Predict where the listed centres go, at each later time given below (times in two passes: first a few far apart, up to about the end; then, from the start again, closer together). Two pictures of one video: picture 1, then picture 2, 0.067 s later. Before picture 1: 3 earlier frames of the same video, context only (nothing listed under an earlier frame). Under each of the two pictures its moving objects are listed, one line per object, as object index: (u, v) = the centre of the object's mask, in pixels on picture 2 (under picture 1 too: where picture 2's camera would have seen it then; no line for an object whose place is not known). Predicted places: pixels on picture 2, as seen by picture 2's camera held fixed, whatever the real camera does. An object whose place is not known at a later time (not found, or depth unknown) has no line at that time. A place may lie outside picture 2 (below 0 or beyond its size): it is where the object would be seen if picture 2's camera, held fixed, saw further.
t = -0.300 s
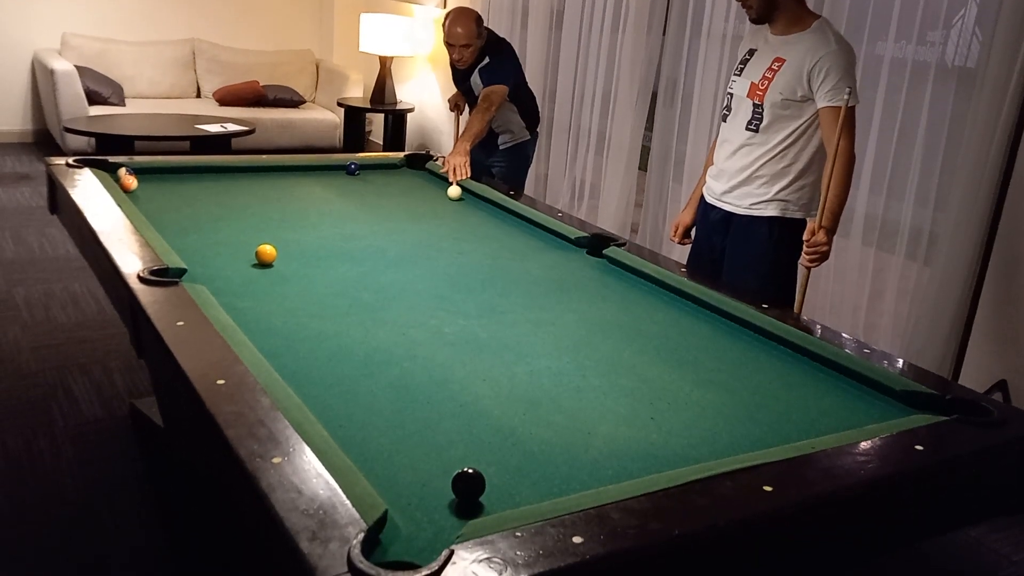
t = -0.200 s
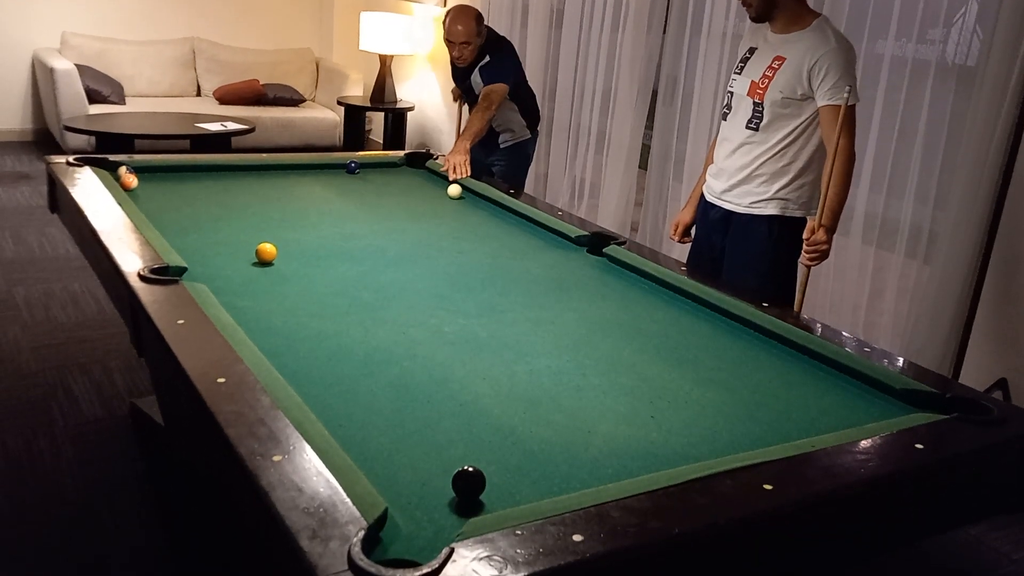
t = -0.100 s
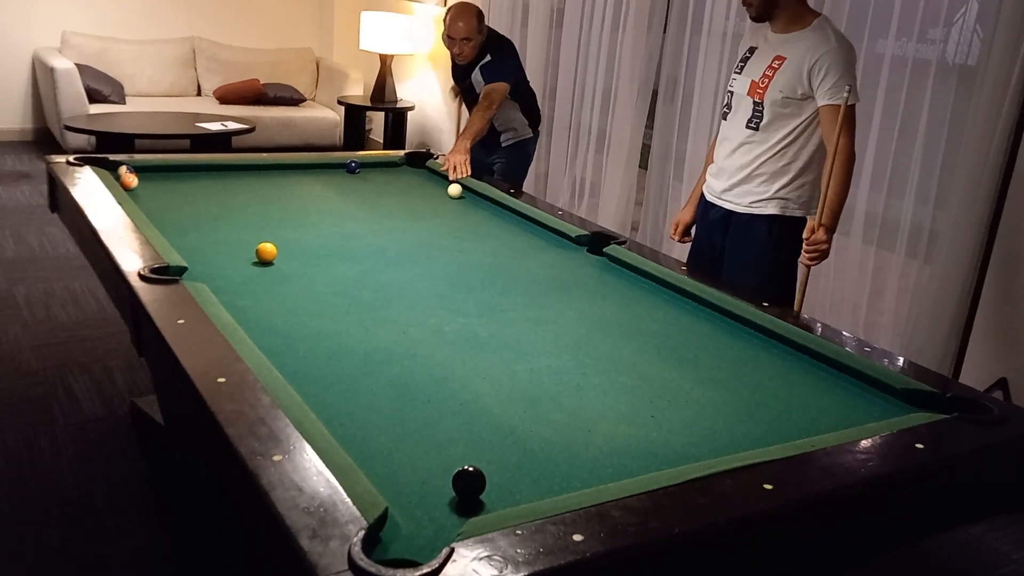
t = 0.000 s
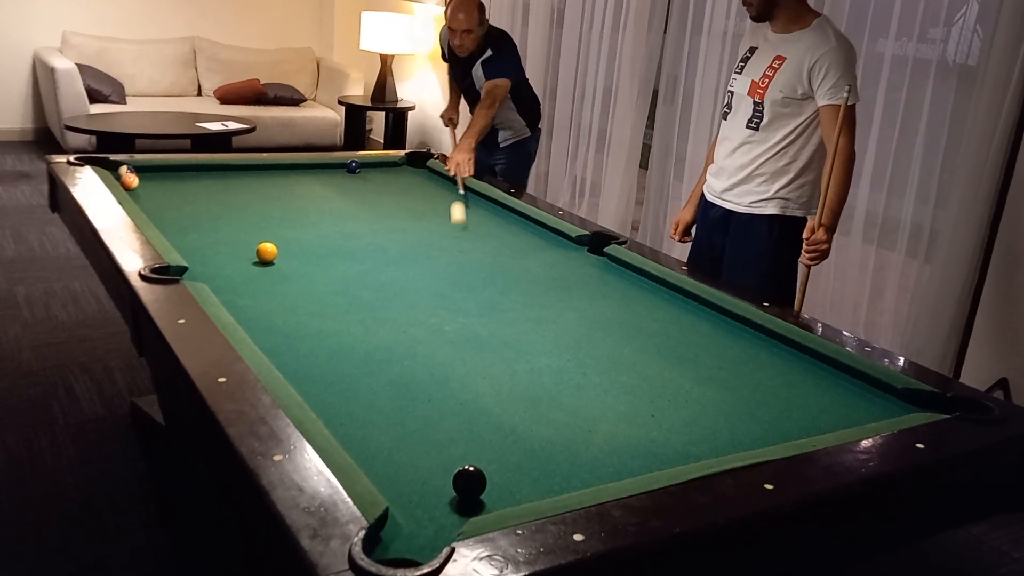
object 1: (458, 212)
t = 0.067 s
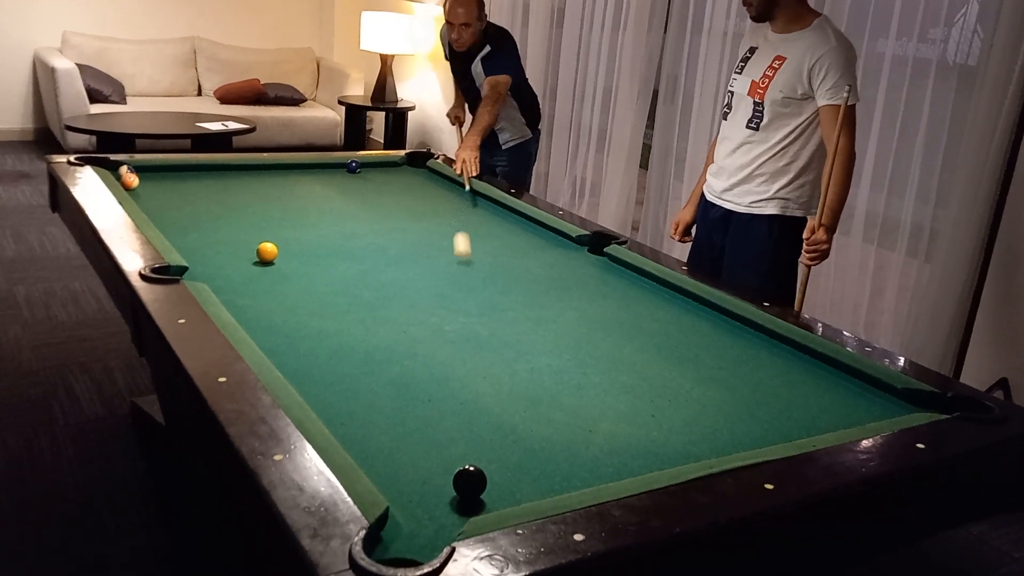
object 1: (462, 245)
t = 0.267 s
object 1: (481, 405)
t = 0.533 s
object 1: (519, 419)
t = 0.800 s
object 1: (465, 355)
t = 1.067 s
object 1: (424, 309)
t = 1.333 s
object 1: (393, 273)
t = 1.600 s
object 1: (369, 243)
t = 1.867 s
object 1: (349, 220)
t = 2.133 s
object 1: (334, 199)
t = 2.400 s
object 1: (322, 183)
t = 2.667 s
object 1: (311, 169)
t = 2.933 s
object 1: (322, 171)
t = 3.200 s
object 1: (340, 177)
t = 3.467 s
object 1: (357, 184)
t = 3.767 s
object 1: (376, 191)
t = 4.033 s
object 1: (394, 197)
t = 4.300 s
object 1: (411, 203)
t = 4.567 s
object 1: (427, 208)
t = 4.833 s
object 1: (442, 213)
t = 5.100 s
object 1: (457, 218)
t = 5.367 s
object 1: (471, 222)
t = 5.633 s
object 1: (483, 225)
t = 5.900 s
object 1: (495, 228)
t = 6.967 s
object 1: (516, 233)
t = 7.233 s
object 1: (515, 233)
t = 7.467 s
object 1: (514, 233)
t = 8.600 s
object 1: (515, 233)
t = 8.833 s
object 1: (516, 233)
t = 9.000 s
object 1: (517, 233)
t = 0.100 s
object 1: (464, 265)
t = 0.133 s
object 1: (467, 286)
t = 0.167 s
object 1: (470, 309)
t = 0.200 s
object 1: (473, 336)
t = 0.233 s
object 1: (477, 368)
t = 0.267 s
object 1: (481, 405)
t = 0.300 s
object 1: (487, 449)
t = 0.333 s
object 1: (523, 473)
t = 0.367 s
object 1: (551, 481)
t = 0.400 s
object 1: (546, 467)
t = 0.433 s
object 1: (539, 454)
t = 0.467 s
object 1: (532, 441)
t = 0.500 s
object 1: (526, 429)
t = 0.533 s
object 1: (519, 419)
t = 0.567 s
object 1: (512, 409)
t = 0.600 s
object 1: (505, 400)
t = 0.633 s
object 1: (498, 392)
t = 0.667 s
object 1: (491, 384)
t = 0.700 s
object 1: (484, 377)
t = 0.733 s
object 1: (477, 369)
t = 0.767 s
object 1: (471, 363)
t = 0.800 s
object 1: (465, 355)
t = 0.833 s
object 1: (459, 349)
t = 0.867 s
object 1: (454, 342)
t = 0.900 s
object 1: (448, 336)
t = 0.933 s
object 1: (443, 331)
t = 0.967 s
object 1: (438, 325)
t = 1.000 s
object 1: (433, 320)
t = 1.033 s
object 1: (429, 314)
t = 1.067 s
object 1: (424, 309)
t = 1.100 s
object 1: (420, 304)
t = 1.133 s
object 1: (416, 299)
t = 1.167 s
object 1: (412, 295)
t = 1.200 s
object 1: (408, 290)
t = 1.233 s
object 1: (404, 285)
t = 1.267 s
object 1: (400, 281)
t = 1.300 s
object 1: (396, 277)
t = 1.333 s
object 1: (393, 273)
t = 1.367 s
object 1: (390, 269)
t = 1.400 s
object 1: (386, 265)
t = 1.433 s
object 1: (383, 261)
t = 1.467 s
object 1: (380, 258)
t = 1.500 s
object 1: (377, 254)
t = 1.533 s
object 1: (374, 250)
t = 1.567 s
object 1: (371, 247)
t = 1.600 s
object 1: (369, 243)
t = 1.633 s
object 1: (366, 240)
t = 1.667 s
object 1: (363, 237)
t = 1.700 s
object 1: (361, 234)
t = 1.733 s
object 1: (359, 231)
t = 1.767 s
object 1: (356, 228)
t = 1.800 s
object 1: (354, 225)
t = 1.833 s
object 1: (352, 222)
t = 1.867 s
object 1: (349, 220)
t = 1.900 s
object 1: (347, 217)
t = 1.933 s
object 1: (345, 214)
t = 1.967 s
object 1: (343, 212)
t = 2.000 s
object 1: (341, 208)
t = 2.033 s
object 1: (340, 205)
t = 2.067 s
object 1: (338, 202)
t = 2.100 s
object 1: (336, 200)
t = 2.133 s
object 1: (334, 199)
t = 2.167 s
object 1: (333, 197)
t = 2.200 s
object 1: (331, 195)
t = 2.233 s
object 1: (329, 193)
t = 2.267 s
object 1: (327, 191)
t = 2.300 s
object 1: (326, 189)
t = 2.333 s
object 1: (324, 187)
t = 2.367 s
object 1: (323, 185)
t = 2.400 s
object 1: (322, 183)
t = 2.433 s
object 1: (320, 181)
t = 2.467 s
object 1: (319, 179)
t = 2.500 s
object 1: (317, 177)
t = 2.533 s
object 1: (316, 176)
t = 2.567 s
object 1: (315, 174)
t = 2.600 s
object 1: (314, 172)
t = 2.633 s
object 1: (312, 171)
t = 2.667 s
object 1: (311, 169)
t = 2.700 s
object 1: (310, 167)
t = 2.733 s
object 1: (309, 166)
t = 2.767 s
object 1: (311, 166)
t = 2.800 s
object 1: (313, 167)
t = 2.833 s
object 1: (315, 168)
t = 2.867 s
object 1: (318, 169)
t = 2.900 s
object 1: (320, 170)
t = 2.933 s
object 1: (322, 171)
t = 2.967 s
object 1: (324, 172)
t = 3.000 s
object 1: (326, 172)
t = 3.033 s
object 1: (329, 173)
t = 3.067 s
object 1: (331, 174)
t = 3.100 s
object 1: (333, 175)
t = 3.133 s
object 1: (335, 176)
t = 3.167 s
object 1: (337, 176)
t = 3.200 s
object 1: (340, 177)
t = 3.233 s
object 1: (342, 178)
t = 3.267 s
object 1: (344, 179)
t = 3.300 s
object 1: (346, 180)
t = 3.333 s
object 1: (348, 181)
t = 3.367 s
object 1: (351, 182)
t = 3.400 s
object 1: (353, 182)
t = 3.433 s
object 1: (355, 183)
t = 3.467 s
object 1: (357, 184)
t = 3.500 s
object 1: (359, 185)
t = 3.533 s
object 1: (361, 186)
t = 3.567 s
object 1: (363, 186)
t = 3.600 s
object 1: (366, 187)
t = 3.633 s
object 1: (368, 188)
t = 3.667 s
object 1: (370, 188)
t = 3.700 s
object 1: (372, 189)
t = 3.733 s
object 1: (374, 190)
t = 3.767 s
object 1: (376, 191)
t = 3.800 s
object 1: (379, 192)
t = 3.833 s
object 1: (381, 193)
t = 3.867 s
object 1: (383, 193)
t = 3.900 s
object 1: (385, 194)
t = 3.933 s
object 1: (387, 195)
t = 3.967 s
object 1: (389, 196)
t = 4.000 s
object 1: (392, 196)
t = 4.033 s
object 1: (394, 197)
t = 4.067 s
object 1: (396, 198)
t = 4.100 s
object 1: (398, 198)
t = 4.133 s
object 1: (400, 199)
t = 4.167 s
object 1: (402, 200)
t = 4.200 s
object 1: (404, 201)
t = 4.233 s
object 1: (407, 201)
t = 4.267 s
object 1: (409, 202)
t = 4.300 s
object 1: (411, 203)
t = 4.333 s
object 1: (413, 203)
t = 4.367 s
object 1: (415, 204)
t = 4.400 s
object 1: (417, 205)
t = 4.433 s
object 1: (419, 206)
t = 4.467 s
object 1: (421, 206)
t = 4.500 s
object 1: (423, 207)
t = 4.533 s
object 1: (425, 208)
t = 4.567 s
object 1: (427, 208)
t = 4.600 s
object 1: (429, 209)
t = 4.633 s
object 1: (431, 210)
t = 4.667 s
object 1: (433, 210)
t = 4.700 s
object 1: (435, 211)
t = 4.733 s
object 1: (437, 211)
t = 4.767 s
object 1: (439, 212)
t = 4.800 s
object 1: (440, 212)
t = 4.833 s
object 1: (442, 213)
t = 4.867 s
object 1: (444, 214)
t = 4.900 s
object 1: (446, 215)
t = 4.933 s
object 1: (448, 215)
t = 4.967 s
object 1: (450, 216)
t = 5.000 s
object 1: (452, 217)
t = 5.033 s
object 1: (454, 217)
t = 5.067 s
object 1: (456, 218)
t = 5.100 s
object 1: (457, 218)
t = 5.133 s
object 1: (459, 218)
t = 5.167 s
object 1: (461, 219)
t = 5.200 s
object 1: (463, 220)
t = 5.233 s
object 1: (464, 220)
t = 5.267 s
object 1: (466, 221)
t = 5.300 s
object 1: (468, 221)
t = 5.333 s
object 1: (469, 221)
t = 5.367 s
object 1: (471, 222)
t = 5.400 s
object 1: (473, 223)
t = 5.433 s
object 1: (474, 223)
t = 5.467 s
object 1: (476, 224)
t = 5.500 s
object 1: (478, 224)
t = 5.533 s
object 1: (479, 224)
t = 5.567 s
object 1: (480, 224)
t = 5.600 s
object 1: (481, 225)
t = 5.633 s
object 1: (483, 225)
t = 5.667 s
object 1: (484, 226)
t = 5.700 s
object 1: (486, 226)
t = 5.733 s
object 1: (488, 227)
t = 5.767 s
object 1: (490, 227)
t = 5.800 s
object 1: (491, 227)
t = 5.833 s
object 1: (493, 228)
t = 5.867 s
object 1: (494, 228)
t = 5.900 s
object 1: (495, 228)
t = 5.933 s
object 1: (496, 228)
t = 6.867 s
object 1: (516, 232)
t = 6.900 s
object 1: (516, 232)
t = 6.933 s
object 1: (516, 233)
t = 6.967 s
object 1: (516, 233)
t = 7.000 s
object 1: (516, 233)
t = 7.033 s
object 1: (516, 233)
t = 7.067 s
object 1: (516, 233)
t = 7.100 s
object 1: (516, 233)
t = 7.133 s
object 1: (516, 233)
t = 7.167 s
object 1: (515, 233)
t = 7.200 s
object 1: (515, 233)
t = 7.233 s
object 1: (515, 233)
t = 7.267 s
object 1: (515, 233)
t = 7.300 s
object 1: (515, 233)
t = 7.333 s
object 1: (514, 233)
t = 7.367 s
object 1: (514, 233)
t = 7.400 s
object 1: (514, 233)
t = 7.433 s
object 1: (514, 233)
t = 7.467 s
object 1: (514, 233)
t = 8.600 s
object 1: (515, 233)
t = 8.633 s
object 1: (515, 233)
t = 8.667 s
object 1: (515, 233)
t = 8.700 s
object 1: (515, 233)
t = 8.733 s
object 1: (515, 233)
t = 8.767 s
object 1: (515, 233)
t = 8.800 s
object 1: (516, 233)
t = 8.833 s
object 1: (516, 233)
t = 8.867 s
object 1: (516, 233)
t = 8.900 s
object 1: (516, 233)
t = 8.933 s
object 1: (516, 233)
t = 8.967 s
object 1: (516, 233)
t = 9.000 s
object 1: (517, 233)
